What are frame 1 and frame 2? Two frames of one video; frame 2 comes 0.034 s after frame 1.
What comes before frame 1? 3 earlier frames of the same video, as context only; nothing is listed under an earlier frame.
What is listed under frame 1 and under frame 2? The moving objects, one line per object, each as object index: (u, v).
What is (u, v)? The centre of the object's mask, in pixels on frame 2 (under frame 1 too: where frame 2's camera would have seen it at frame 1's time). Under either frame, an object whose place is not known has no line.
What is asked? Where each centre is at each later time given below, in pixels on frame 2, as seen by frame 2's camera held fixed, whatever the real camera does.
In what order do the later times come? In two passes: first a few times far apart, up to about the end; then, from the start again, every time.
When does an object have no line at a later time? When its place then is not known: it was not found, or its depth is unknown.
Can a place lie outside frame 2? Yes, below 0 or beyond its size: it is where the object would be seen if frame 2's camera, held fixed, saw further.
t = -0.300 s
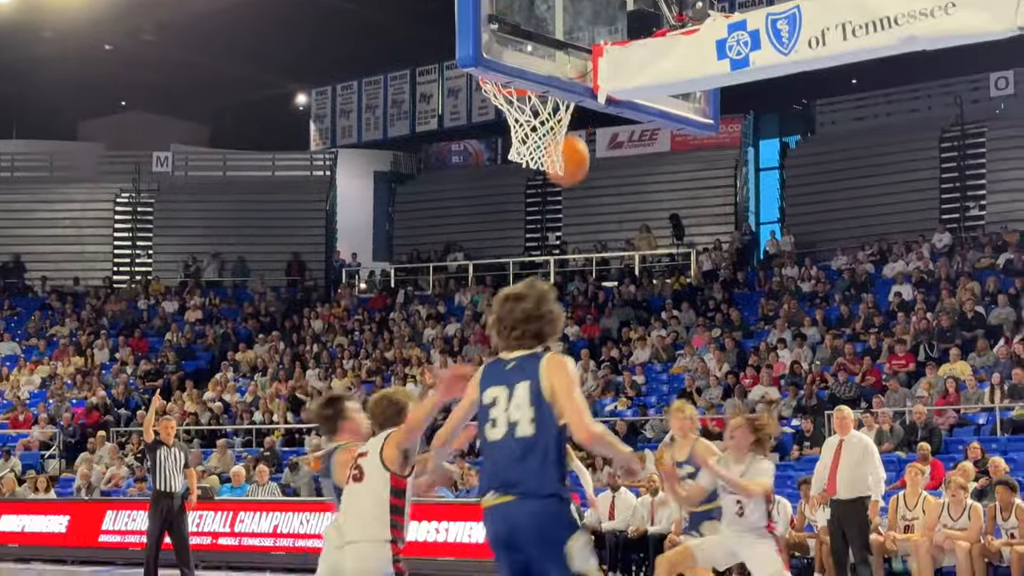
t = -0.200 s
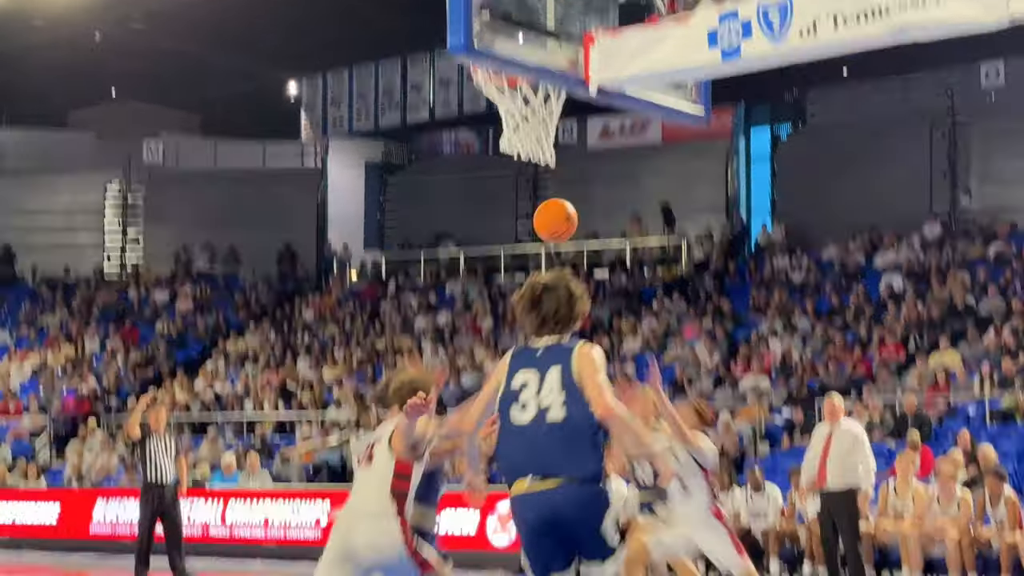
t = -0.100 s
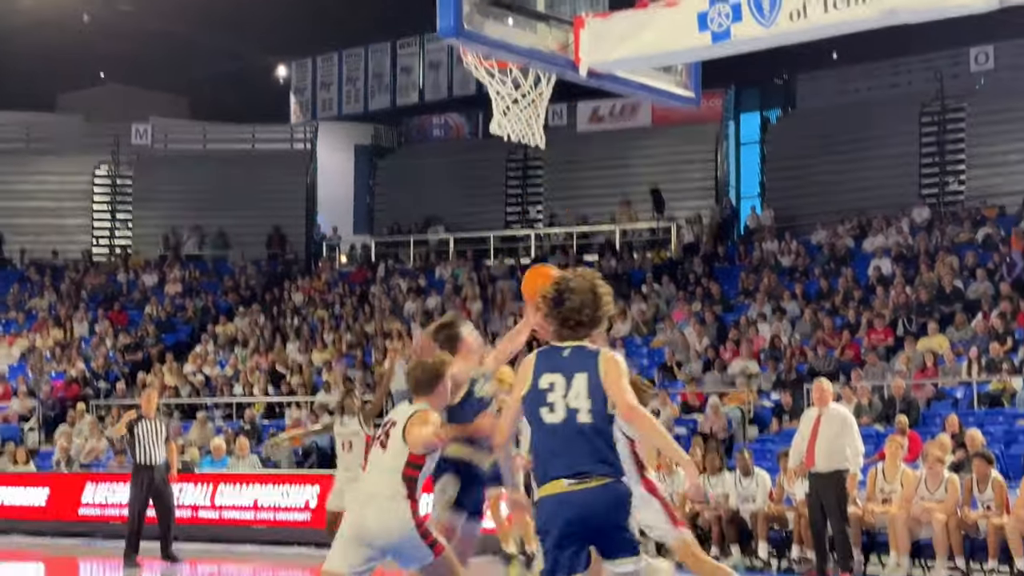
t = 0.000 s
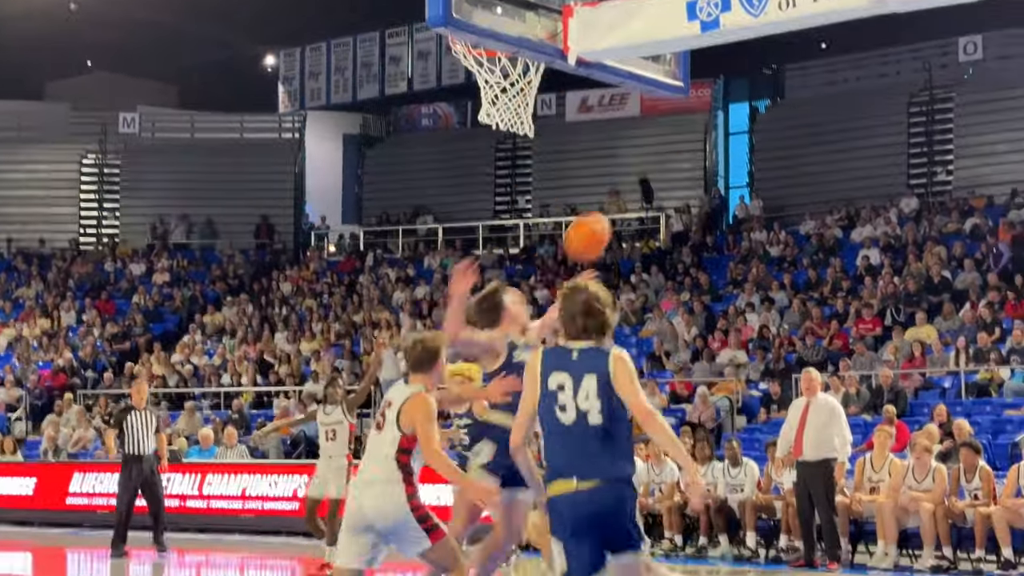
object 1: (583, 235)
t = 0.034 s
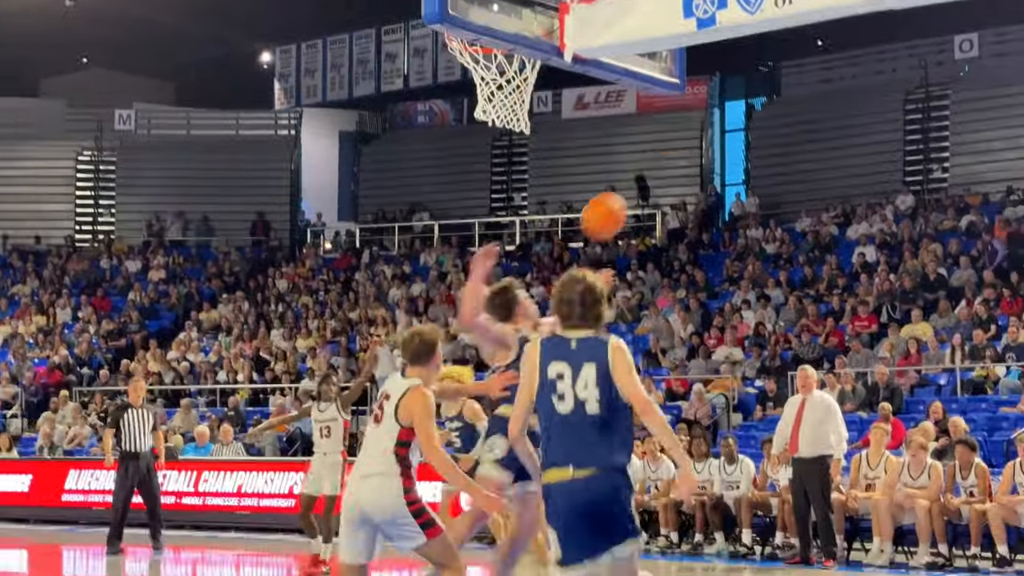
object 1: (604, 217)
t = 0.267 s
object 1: (749, 146)
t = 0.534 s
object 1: (905, 177)
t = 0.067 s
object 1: (625, 200)
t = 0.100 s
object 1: (646, 186)
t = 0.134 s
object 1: (666, 175)
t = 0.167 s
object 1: (687, 165)
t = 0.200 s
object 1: (706, 157)
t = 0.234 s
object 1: (728, 150)
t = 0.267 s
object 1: (749, 146)
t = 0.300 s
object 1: (768, 144)
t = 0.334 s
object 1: (787, 144)
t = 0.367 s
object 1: (807, 145)
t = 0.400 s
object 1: (826, 148)
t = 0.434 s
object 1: (847, 153)
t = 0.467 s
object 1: (866, 159)
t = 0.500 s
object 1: (886, 167)
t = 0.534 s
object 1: (905, 177)
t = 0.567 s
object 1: (925, 189)
